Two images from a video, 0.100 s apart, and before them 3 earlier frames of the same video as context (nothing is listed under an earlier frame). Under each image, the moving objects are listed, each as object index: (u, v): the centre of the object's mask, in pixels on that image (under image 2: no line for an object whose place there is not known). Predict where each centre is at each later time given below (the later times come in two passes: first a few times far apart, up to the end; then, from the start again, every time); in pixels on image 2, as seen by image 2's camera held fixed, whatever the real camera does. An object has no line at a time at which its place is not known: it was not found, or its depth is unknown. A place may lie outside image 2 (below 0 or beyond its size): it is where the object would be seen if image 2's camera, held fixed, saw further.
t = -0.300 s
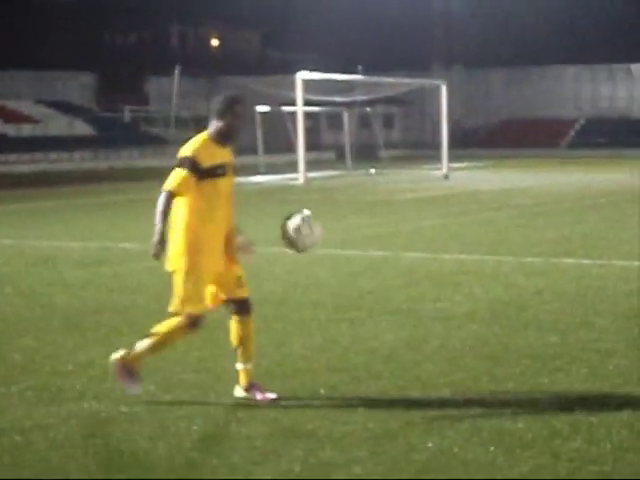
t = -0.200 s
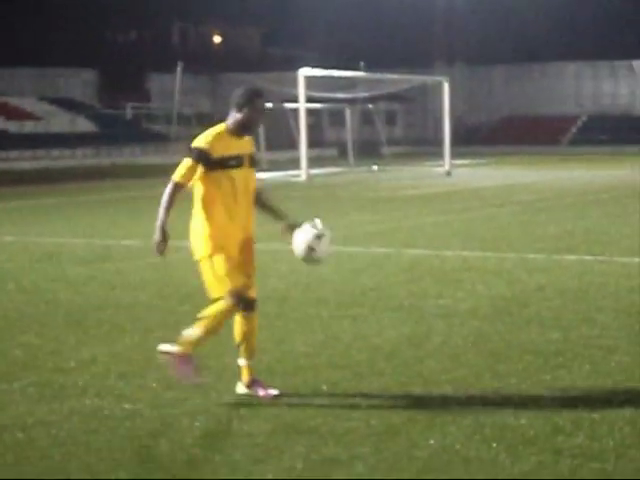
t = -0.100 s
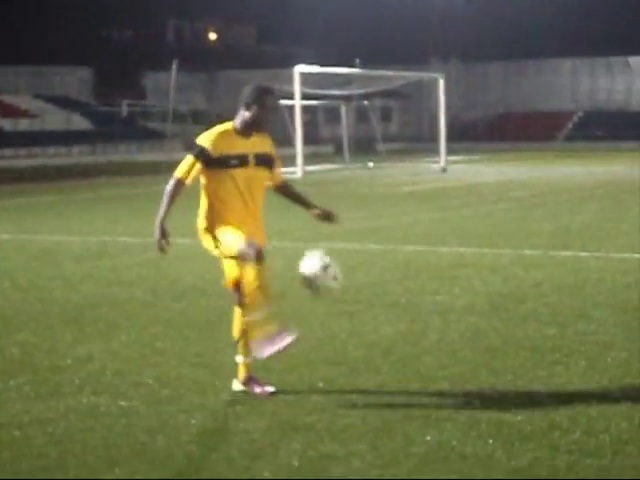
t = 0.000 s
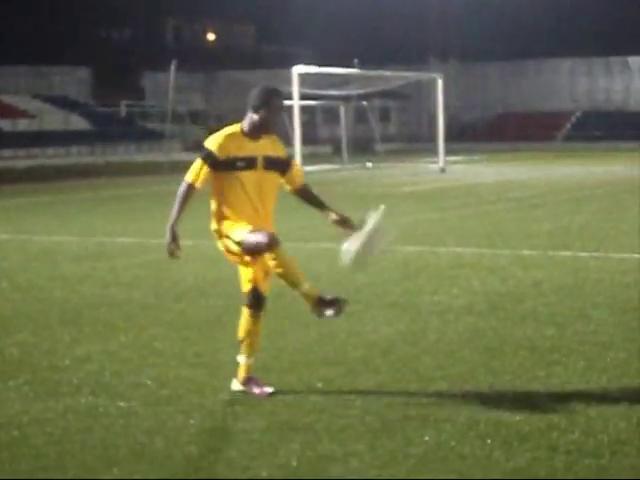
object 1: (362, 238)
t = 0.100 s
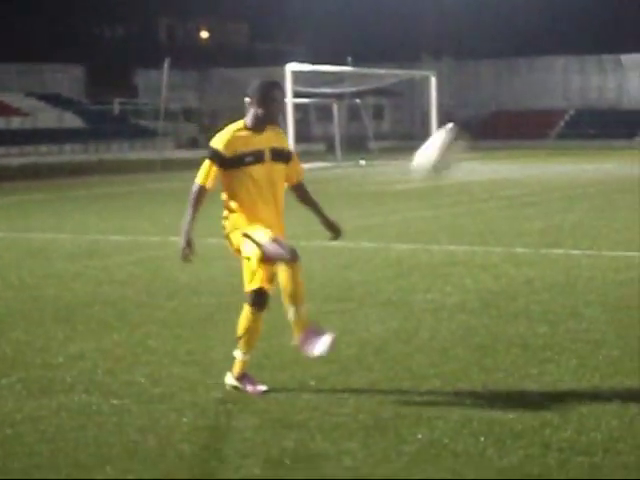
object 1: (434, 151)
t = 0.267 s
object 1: (562, 61)
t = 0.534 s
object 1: (729, 24)
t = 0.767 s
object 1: (861, 87)
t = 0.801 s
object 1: (881, 104)
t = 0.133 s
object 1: (467, 129)
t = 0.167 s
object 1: (490, 111)
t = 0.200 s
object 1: (514, 91)
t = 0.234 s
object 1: (538, 75)
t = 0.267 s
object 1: (562, 61)
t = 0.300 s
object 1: (586, 49)
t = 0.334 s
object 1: (608, 39)
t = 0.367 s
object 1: (630, 32)
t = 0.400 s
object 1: (652, 27)
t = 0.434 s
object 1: (673, 24)
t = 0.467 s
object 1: (694, 21)
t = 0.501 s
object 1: (712, 22)
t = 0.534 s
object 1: (729, 24)
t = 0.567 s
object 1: (748, 27)
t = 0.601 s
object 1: (770, 33)
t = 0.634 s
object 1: (788, 39)
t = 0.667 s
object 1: (808, 48)
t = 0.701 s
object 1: (826, 59)
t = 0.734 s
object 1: (844, 73)
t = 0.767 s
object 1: (861, 87)
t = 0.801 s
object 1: (881, 104)
